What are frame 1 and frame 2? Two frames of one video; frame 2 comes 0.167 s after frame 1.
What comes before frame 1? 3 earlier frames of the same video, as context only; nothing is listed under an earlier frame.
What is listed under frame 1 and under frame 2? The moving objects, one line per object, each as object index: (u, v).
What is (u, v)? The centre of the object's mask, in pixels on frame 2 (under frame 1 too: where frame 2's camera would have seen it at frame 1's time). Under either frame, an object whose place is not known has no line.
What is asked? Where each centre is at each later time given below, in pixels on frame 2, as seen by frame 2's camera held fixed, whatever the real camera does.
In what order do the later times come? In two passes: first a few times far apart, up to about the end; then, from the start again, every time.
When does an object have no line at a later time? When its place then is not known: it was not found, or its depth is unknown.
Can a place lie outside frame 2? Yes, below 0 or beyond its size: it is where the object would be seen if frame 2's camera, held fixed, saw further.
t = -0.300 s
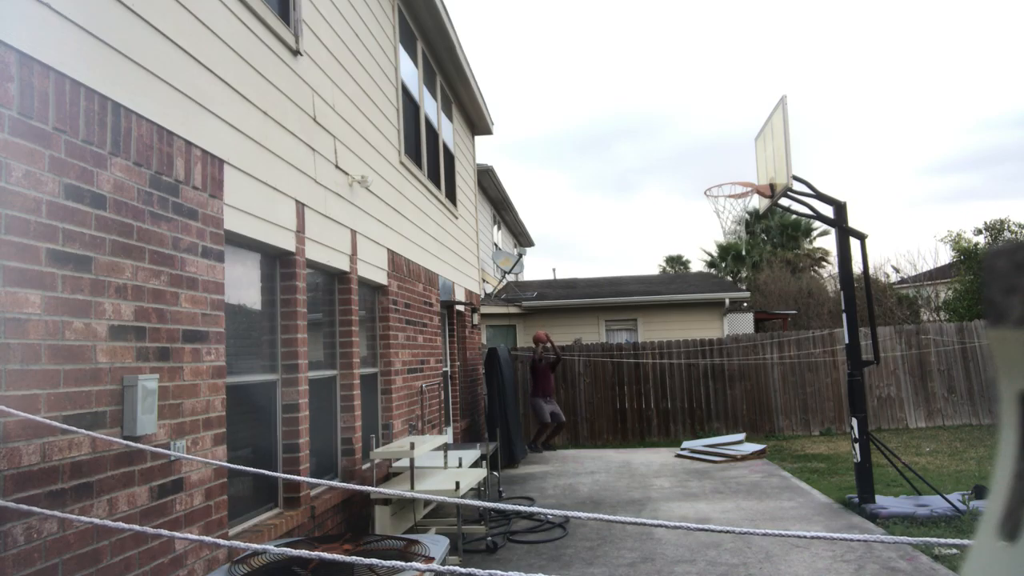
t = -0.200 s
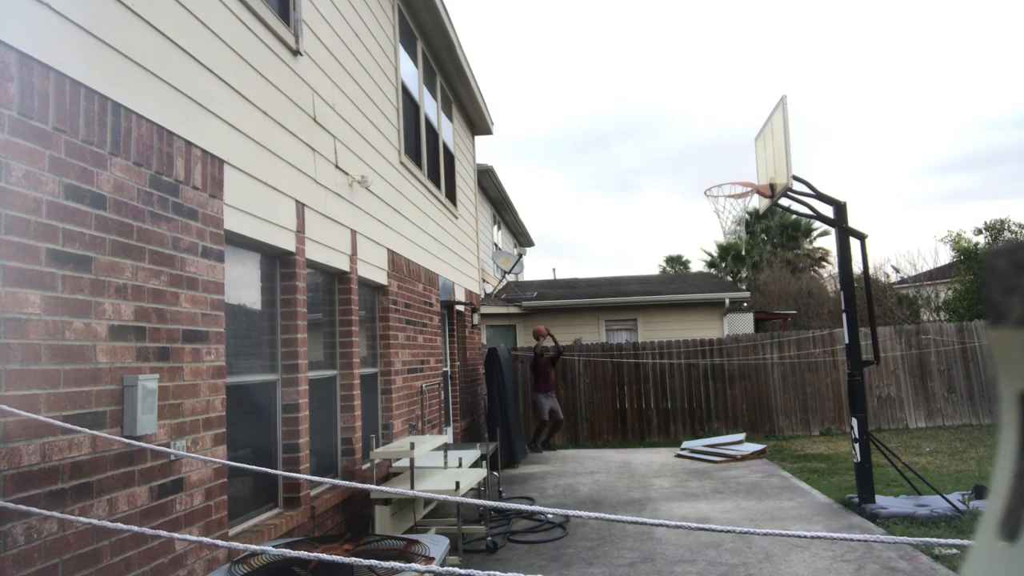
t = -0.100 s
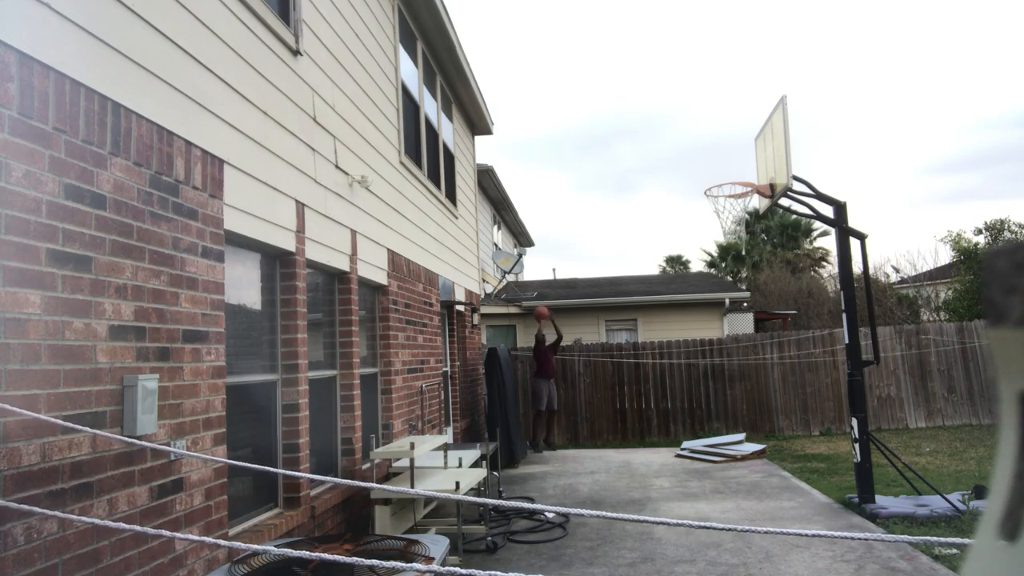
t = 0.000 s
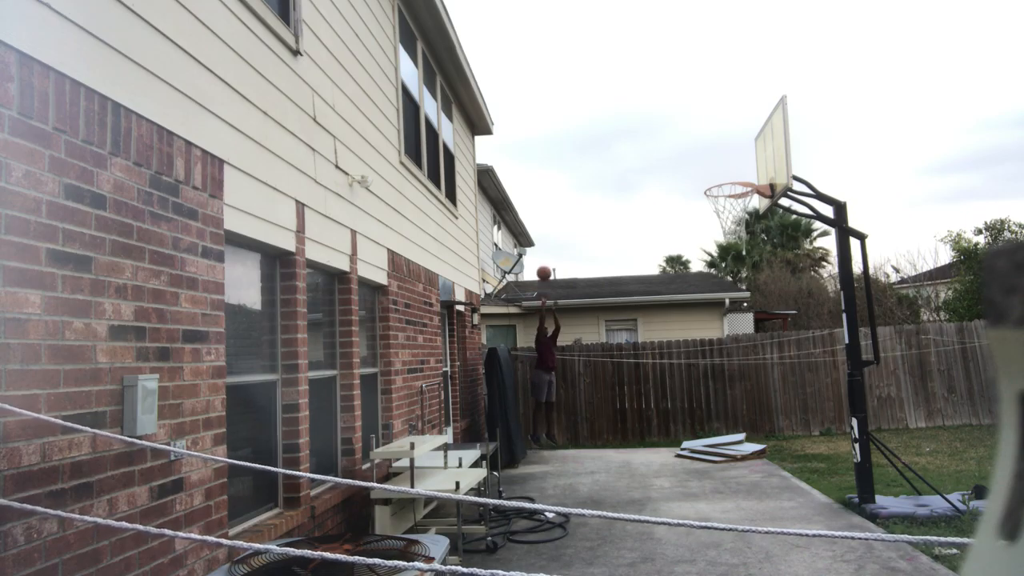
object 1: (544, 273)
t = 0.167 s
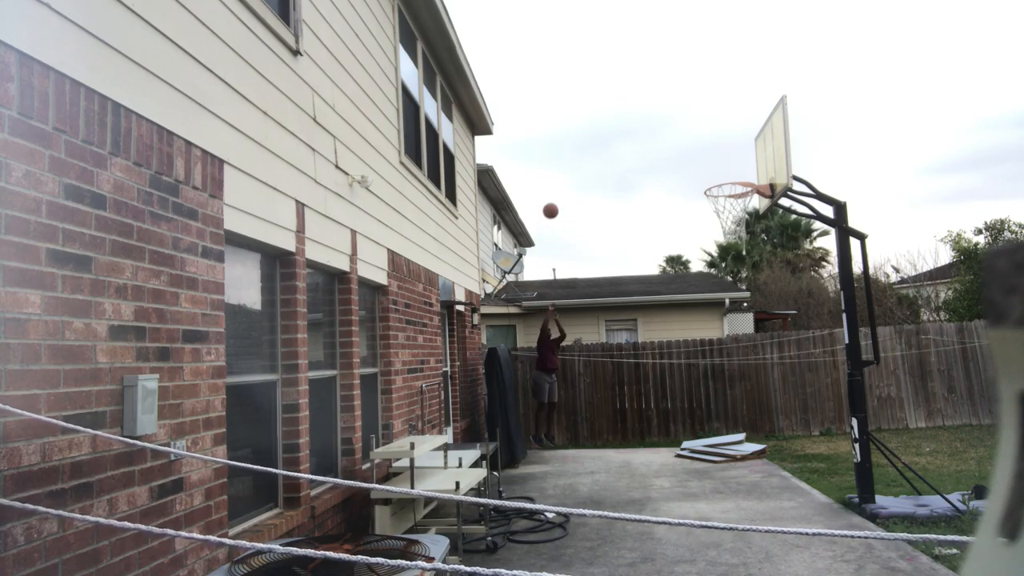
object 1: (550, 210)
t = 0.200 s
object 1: (552, 200)
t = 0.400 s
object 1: (561, 150)
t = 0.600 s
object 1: (573, 125)
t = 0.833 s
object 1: (589, 129)
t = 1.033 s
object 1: (606, 165)
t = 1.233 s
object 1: (625, 235)
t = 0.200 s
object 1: (552, 200)
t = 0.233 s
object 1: (553, 190)
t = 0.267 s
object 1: (555, 181)
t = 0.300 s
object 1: (556, 172)
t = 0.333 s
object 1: (558, 164)
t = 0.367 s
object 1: (560, 157)
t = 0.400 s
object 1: (561, 150)
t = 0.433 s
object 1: (563, 144)
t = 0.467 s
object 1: (565, 139)
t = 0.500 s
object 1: (567, 135)
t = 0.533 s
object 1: (569, 131)
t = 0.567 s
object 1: (571, 128)
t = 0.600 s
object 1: (573, 125)
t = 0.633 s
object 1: (575, 123)
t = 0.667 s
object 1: (577, 122)
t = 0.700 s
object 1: (579, 122)
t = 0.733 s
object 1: (582, 123)
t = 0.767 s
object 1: (584, 124)
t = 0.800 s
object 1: (586, 126)
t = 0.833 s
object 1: (589, 129)
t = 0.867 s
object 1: (592, 133)
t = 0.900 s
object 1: (594, 138)
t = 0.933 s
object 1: (597, 143)
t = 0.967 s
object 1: (600, 150)
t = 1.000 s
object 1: (603, 157)
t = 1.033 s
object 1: (606, 165)
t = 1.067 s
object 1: (609, 174)
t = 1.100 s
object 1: (612, 184)
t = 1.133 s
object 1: (615, 195)
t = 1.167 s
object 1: (618, 207)
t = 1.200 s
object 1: (622, 221)
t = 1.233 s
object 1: (625, 235)
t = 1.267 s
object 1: (629, 250)
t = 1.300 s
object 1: (633, 267)
